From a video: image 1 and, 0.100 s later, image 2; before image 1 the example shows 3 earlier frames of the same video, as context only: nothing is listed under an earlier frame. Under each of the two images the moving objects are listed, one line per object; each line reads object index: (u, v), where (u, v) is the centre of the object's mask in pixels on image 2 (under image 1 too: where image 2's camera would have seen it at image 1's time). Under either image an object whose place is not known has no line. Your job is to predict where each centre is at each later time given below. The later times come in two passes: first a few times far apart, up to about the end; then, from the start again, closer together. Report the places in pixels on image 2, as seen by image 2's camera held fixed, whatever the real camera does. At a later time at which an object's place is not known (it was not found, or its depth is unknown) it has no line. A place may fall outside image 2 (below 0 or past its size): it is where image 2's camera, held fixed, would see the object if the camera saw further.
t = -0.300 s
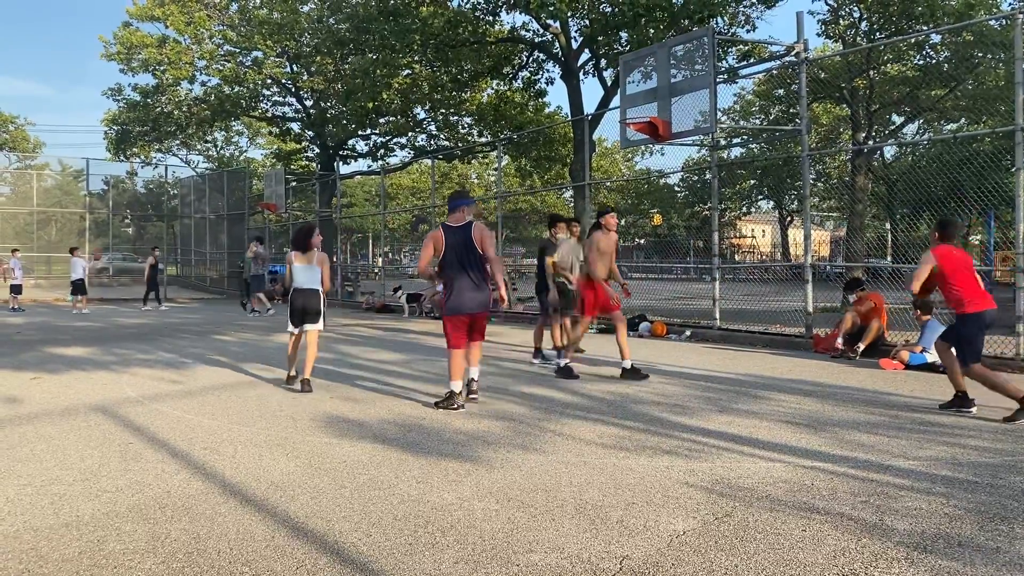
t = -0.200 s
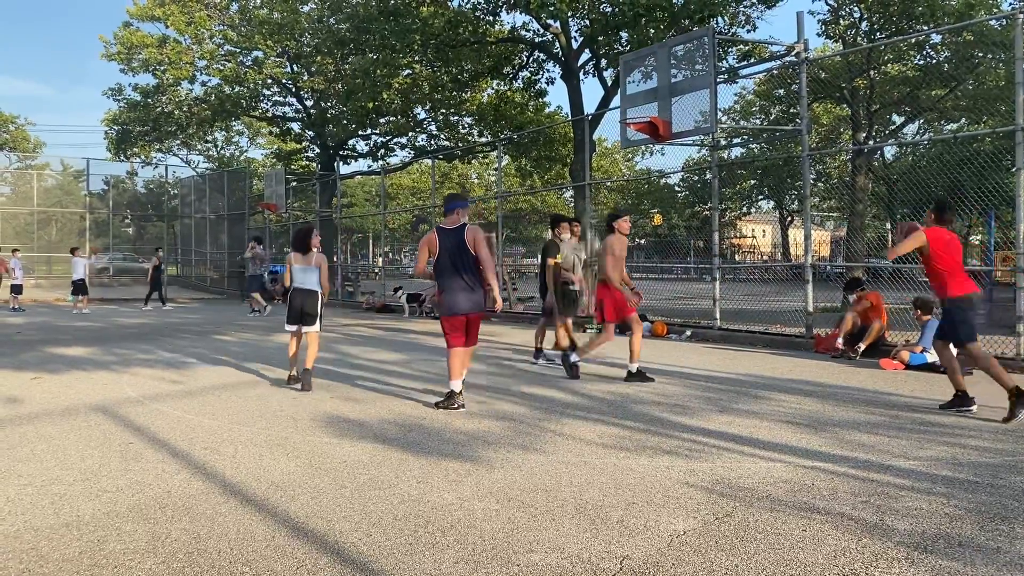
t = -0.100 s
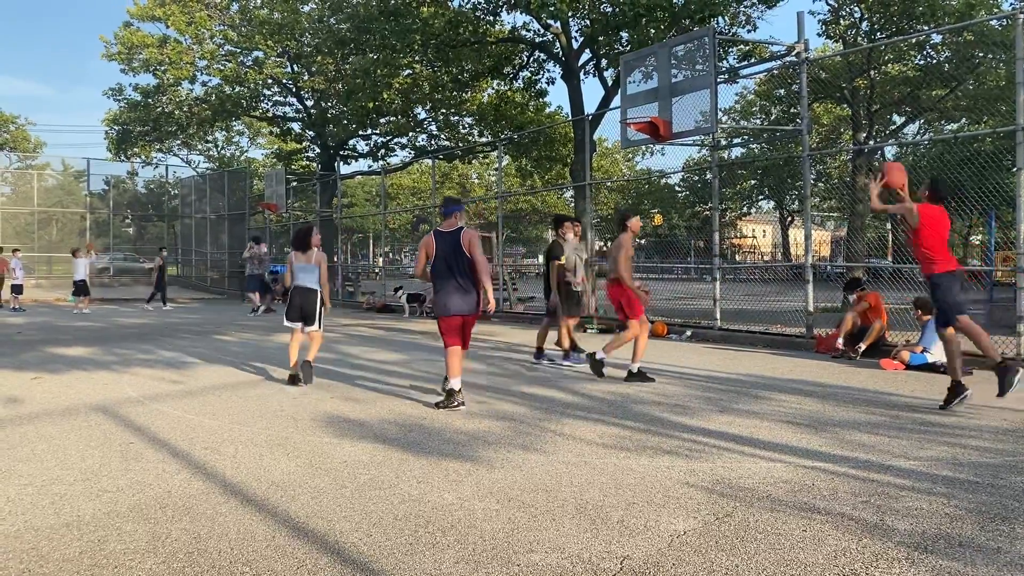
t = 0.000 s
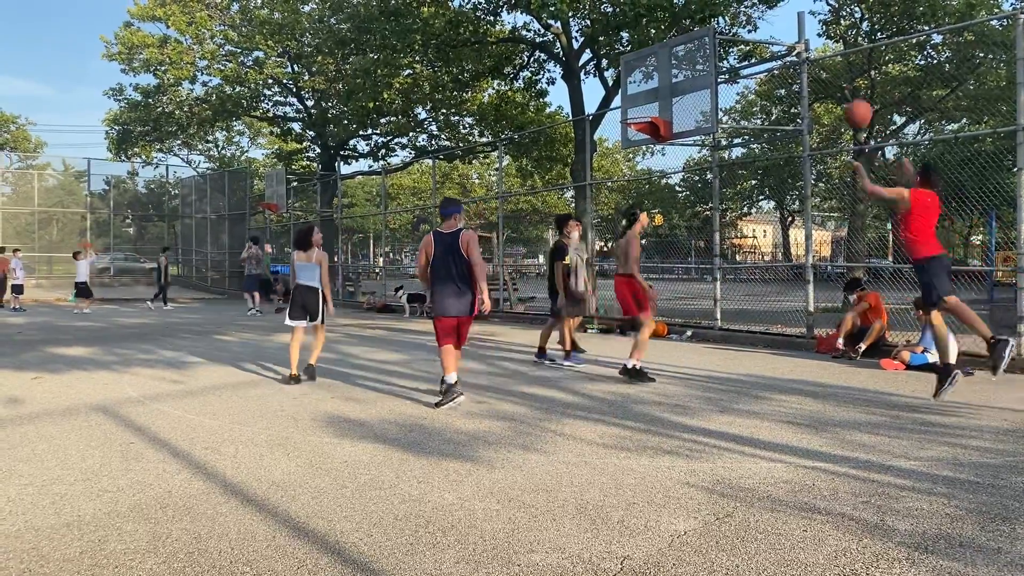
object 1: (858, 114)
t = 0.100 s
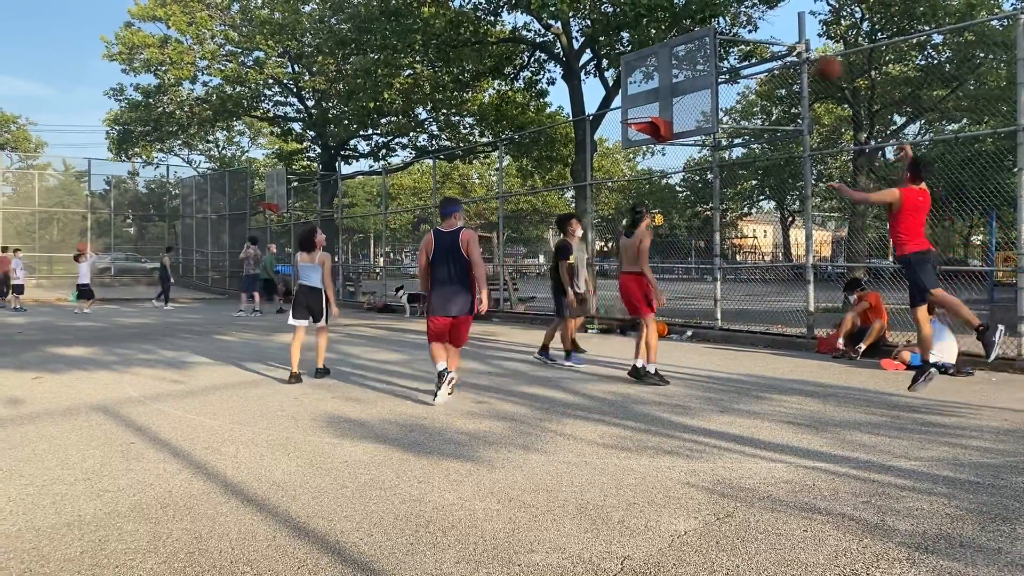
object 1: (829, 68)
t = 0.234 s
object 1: (789, 29)
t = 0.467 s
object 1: (734, 10)
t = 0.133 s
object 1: (818, 55)
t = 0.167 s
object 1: (808, 44)
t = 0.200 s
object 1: (799, 36)
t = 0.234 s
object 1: (789, 29)
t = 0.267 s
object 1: (781, 22)
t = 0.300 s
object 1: (773, 18)
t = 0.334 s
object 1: (765, 14)
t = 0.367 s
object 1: (758, 11)
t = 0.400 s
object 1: (749, 10)
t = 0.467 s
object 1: (734, 10)
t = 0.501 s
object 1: (727, 12)
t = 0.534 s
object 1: (720, 15)
